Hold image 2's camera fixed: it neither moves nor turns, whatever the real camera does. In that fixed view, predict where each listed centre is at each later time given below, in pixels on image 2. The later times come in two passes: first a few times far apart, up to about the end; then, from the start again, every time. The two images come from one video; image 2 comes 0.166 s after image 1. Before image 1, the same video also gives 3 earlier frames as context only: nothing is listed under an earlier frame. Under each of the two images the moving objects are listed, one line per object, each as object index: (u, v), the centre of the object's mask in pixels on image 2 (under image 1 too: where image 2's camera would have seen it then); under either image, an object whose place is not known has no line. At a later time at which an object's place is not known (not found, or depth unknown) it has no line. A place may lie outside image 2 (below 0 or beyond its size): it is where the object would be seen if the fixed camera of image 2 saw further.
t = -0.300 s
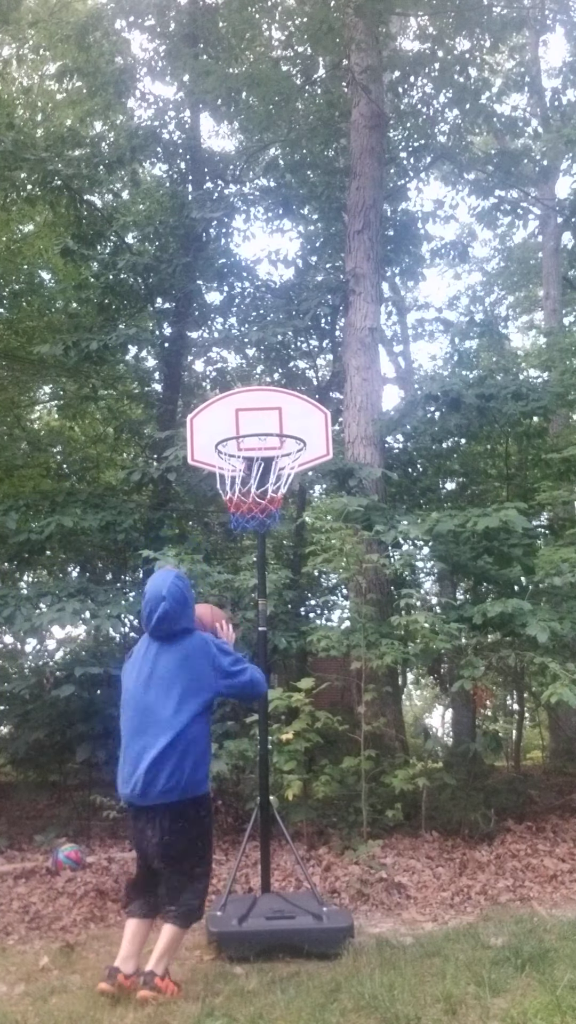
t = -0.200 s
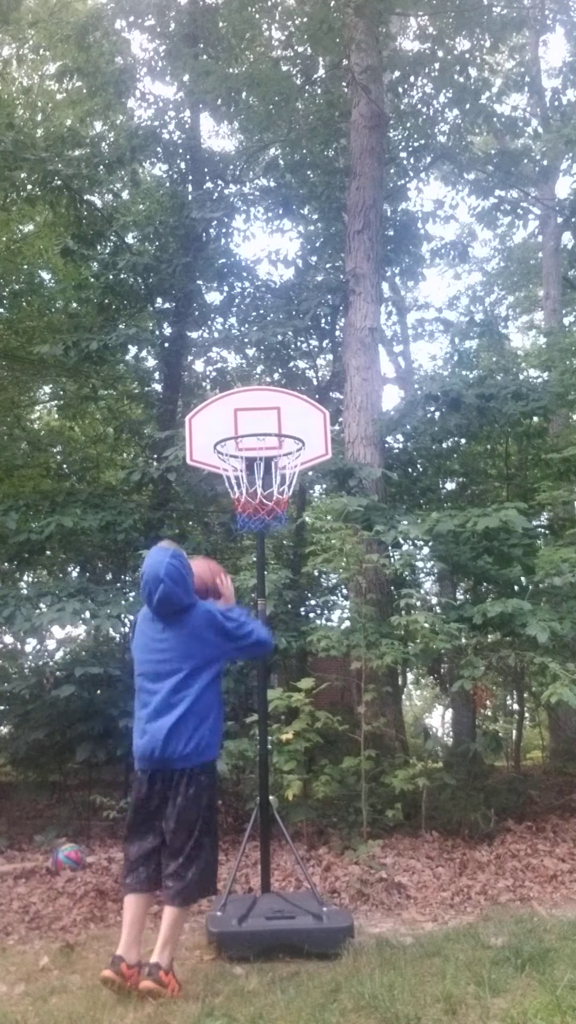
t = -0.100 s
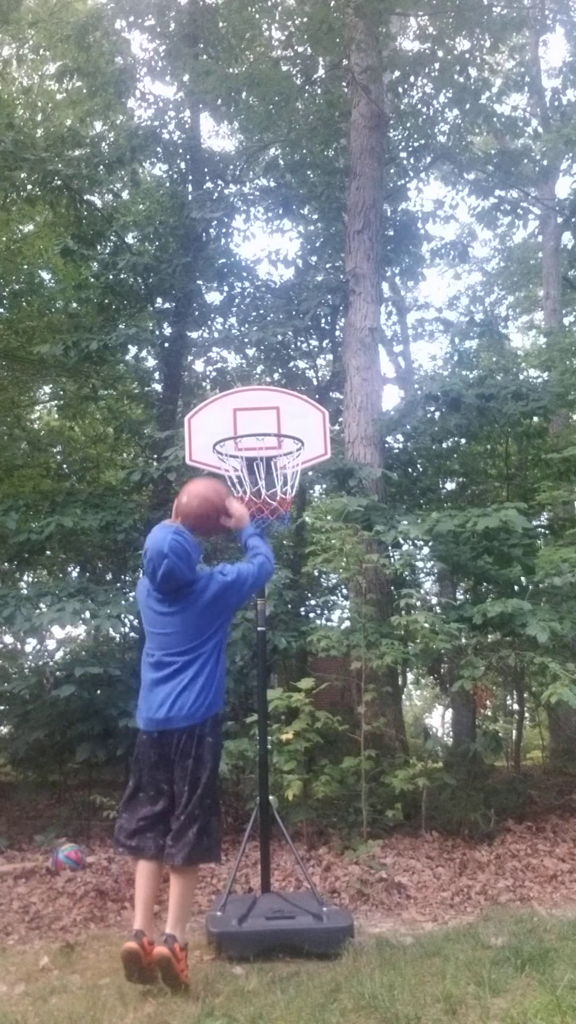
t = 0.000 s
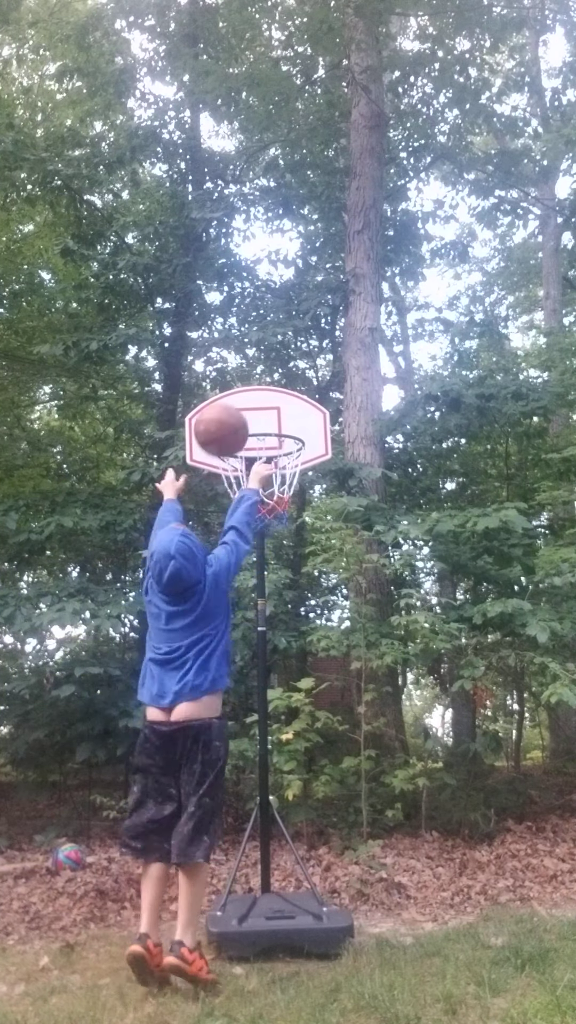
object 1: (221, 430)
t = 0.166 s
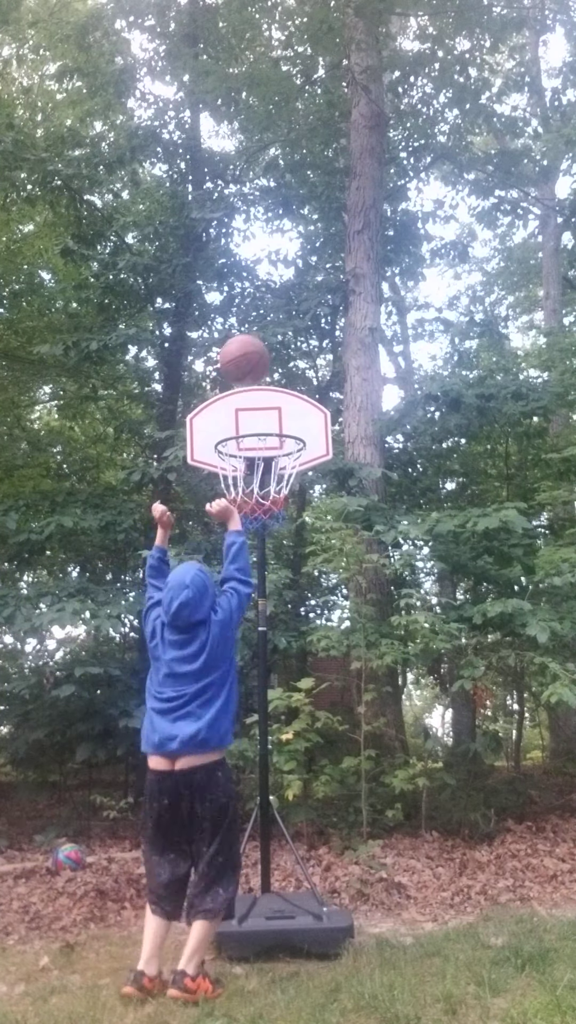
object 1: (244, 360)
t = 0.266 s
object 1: (256, 348)
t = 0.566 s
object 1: (288, 415)
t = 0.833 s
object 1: (305, 422)
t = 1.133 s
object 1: (335, 458)
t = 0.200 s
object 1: (249, 353)
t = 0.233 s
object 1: (252, 350)
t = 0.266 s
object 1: (256, 348)
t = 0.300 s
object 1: (260, 348)
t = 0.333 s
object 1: (264, 350)
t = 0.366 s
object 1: (267, 354)
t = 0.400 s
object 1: (271, 360)
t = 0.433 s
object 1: (275, 368)
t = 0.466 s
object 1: (278, 378)
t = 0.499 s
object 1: (282, 390)
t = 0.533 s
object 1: (285, 403)
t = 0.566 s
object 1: (288, 415)
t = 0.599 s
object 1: (291, 429)
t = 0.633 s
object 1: (293, 426)
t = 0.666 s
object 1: (295, 421)
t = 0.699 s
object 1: (297, 417)
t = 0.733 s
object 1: (299, 415)
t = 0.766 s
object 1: (301, 416)
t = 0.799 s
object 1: (303, 418)
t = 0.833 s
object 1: (305, 422)
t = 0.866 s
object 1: (307, 425)
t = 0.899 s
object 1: (310, 424)
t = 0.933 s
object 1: (313, 422)
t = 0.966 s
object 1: (317, 423)
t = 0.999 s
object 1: (320, 426)
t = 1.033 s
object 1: (323, 430)
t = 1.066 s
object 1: (327, 437)
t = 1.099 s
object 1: (331, 447)
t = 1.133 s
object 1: (335, 458)
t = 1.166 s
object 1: (338, 472)
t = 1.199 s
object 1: (342, 487)
